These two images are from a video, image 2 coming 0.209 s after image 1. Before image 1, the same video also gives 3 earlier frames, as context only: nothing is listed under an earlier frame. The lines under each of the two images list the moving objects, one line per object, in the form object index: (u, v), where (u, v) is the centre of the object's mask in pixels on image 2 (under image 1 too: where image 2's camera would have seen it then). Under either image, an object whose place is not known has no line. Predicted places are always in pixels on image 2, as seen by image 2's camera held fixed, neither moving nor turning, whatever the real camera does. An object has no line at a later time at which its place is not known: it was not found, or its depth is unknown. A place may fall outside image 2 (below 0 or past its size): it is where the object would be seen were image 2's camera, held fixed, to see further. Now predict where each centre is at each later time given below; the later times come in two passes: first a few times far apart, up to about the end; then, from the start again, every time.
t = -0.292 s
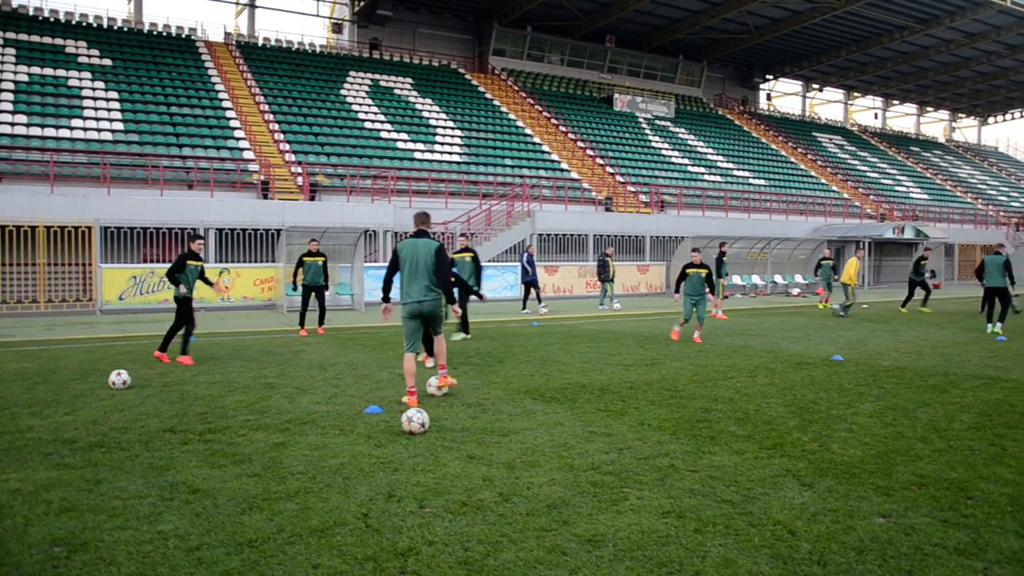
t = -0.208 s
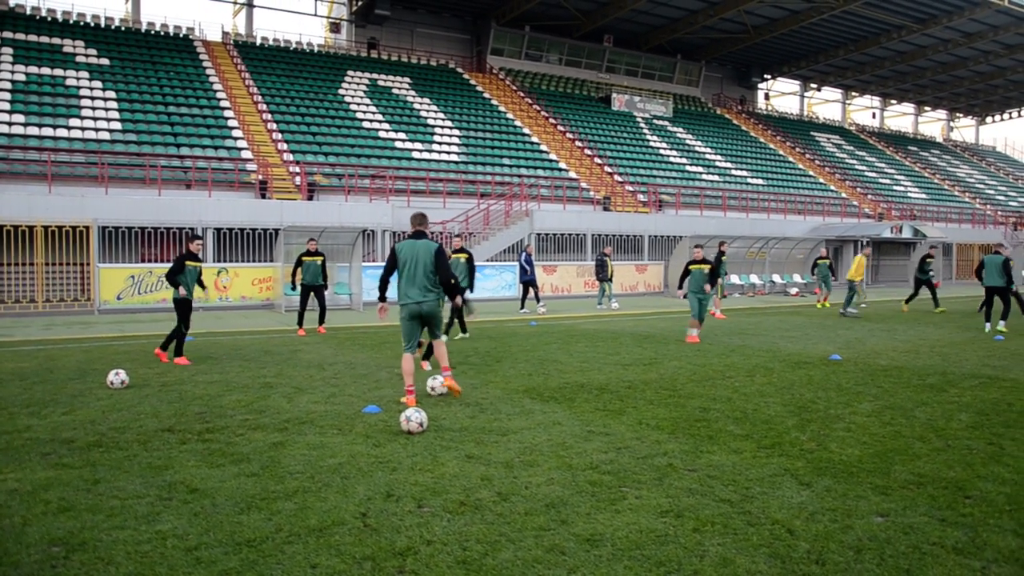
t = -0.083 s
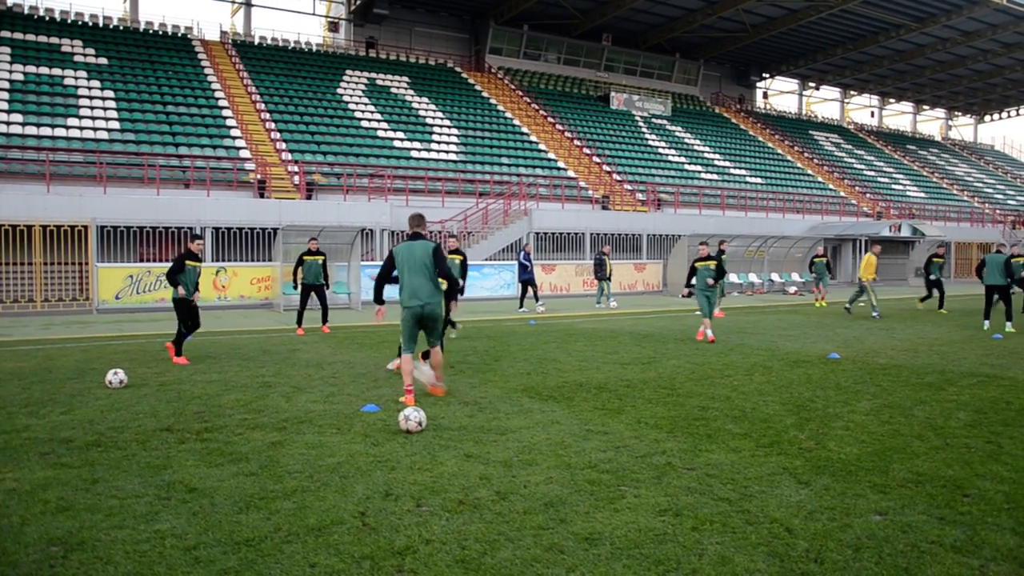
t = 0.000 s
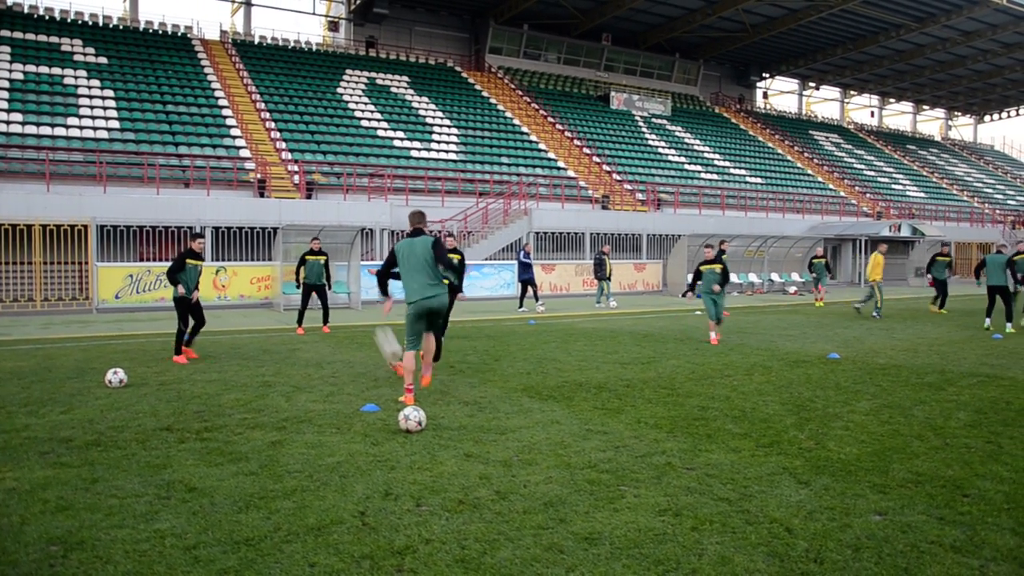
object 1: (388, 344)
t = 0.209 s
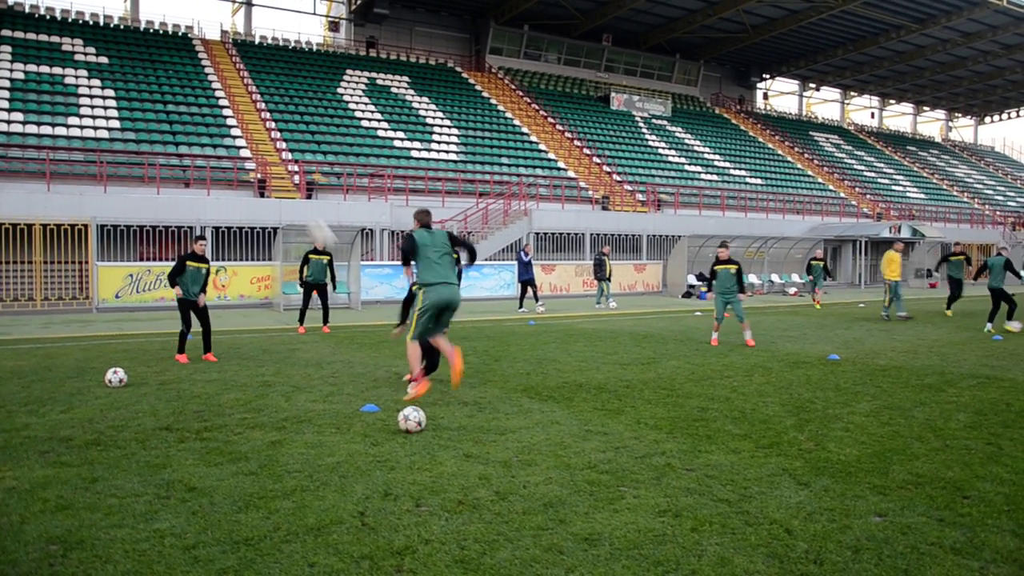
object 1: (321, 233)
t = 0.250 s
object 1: (305, 213)
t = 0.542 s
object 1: (201, 121)
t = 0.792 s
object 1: (96, 105)
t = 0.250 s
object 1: (305, 213)
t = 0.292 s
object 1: (293, 199)
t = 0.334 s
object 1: (278, 181)
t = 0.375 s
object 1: (263, 166)
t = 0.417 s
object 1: (249, 153)
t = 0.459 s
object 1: (232, 140)
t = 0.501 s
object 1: (216, 129)
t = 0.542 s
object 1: (201, 121)
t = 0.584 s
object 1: (184, 114)
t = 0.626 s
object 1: (168, 108)
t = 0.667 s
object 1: (150, 105)
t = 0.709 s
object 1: (134, 103)
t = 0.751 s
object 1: (118, 103)
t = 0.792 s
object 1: (96, 105)
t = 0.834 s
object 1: (76, 108)
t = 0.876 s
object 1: (57, 114)
